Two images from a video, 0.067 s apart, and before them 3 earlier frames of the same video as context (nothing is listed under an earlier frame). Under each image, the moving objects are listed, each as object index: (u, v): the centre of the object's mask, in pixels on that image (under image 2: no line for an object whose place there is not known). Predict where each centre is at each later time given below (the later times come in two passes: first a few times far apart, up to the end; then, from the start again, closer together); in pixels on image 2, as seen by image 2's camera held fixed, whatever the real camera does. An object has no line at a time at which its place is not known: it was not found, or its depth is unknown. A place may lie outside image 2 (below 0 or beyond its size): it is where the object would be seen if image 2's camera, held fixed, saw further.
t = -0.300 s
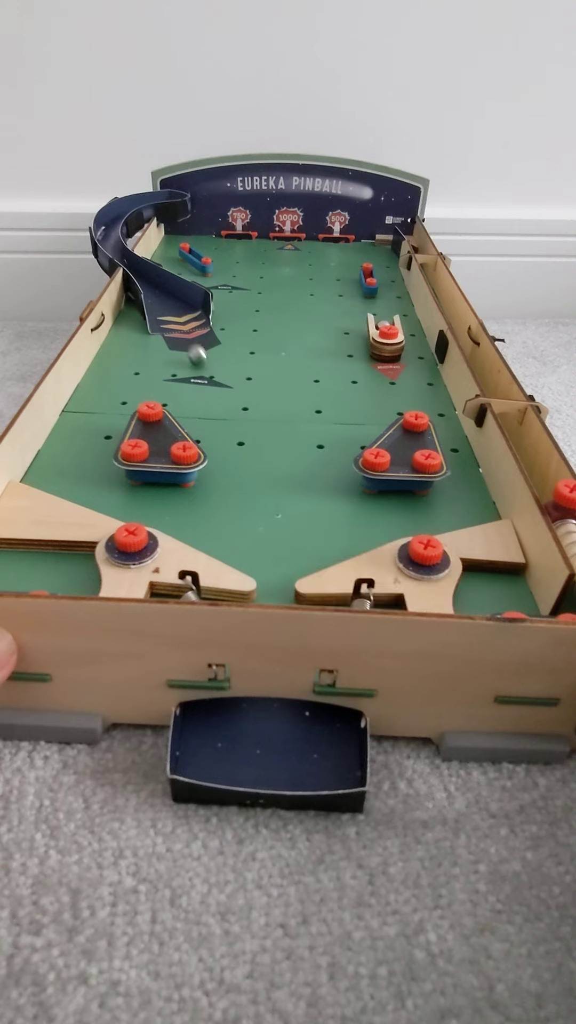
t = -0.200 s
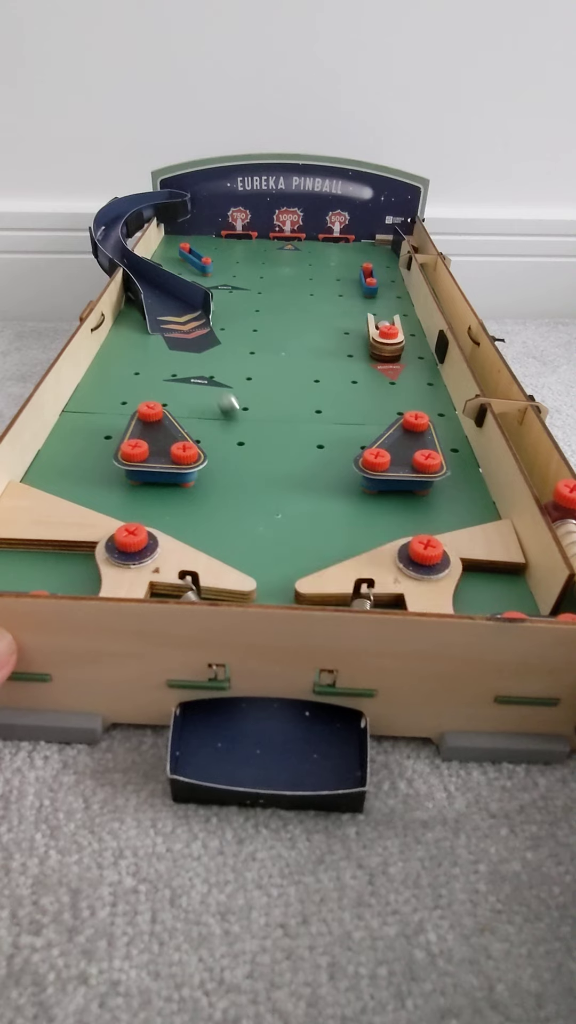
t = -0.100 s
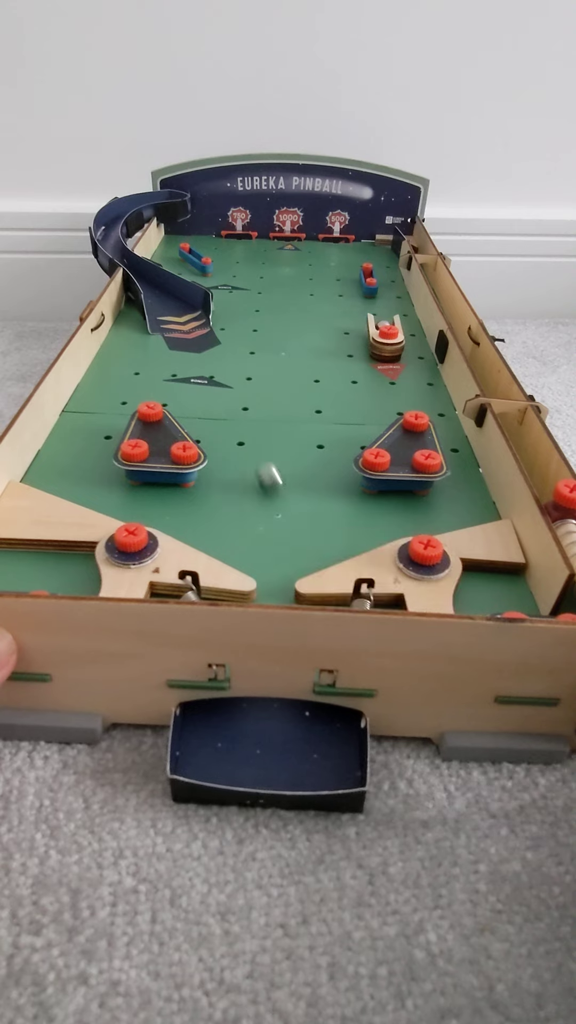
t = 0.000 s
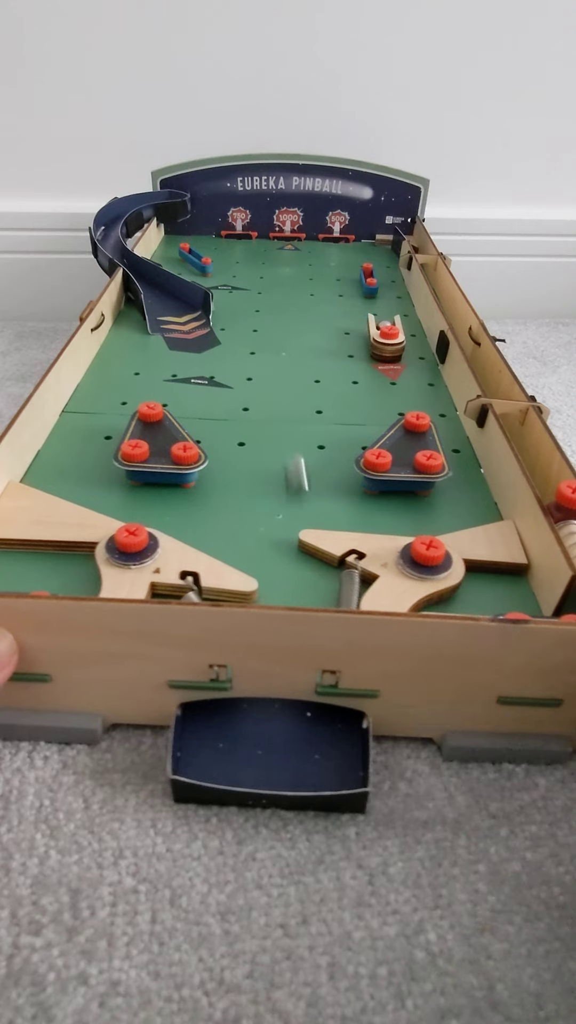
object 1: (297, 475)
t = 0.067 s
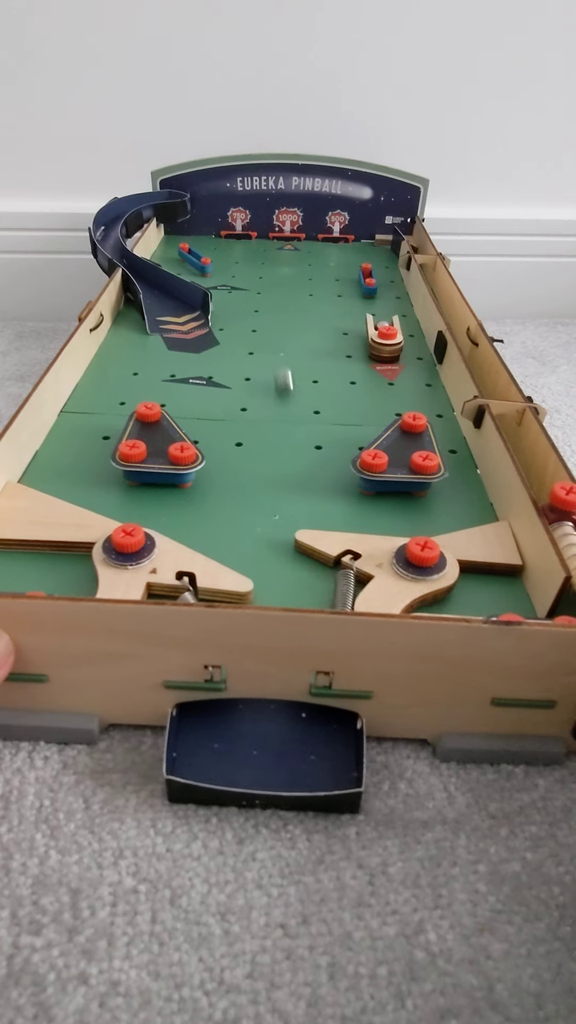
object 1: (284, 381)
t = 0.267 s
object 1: (271, 271)
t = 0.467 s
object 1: (257, 236)
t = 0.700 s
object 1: (210, 244)
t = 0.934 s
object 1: (228, 252)
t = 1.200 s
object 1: (279, 276)
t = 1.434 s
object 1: (338, 330)
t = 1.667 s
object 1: (428, 404)
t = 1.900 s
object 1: (425, 378)
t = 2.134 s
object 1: (412, 391)
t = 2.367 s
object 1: (408, 409)
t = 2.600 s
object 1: (409, 410)
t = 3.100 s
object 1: (436, 427)
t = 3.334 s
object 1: (468, 472)
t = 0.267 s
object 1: (271, 271)
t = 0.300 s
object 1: (271, 262)
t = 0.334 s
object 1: (270, 254)
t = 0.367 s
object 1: (269, 246)
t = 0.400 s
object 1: (268, 239)
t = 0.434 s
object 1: (265, 235)
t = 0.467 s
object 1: (257, 236)
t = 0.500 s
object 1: (251, 236)
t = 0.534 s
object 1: (244, 237)
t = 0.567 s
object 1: (237, 238)
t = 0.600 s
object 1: (230, 239)
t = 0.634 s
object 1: (223, 241)
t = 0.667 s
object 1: (216, 242)
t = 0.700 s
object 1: (210, 244)
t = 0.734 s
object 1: (203, 247)
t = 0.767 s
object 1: (197, 247)
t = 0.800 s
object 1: (203, 248)
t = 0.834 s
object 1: (209, 250)
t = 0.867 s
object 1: (215, 250)
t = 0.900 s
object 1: (221, 251)
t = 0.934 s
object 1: (228, 252)
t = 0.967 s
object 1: (234, 253)
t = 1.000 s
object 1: (240, 255)
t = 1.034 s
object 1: (246, 257)
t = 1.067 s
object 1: (252, 260)
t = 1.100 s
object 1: (259, 263)
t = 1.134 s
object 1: (265, 267)
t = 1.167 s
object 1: (272, 271)
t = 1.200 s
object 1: (279, 276)
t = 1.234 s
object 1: (286, 281)
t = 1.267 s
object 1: (294, 287)
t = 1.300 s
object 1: (301, 294)
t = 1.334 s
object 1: (310, 302)
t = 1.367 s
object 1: (318, 310)
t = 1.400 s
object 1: (327, 319)
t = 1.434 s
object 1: (338, 330)
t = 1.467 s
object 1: (349, 343)
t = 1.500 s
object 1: (359, 355)
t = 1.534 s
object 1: (371, 370)
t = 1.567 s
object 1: (384, 388)
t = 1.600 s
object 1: (397, 407)
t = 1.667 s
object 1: (428, 404)
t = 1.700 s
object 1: (437, 402)
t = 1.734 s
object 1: (445, 396)
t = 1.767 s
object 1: (438, 390)
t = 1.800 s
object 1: (434, 386)
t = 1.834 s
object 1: (431, 382)
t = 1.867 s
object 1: (428, 380)
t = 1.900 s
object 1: (425, 378)
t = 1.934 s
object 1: (423, 378)
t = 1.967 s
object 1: (421, 377)
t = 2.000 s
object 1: (418, 379)
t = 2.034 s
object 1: (417, 380)
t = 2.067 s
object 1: (415, 383)
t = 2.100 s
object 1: (414, 387)
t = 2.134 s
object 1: (412, 391)
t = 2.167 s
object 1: (412, 396)
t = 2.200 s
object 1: (410, 402)
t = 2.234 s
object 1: (408, 407)
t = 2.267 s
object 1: (407, 411)
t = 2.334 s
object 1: (407, 411)
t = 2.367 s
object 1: (408, 409)
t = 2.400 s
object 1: (408, 408)
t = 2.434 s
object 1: (407, 407)
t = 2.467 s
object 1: (407, 407)
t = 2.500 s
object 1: (408, 407)
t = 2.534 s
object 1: (408, 407)
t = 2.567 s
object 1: (409, 409)
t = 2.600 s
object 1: (409, 410)
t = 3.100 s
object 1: (436, 427)
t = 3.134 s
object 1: (440, 431)
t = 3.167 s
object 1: (443, 435)
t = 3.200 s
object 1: (447, 440)
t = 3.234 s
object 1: (451, 447)
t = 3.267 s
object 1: (456, 455)
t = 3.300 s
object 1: (462, 463)
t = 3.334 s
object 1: (468, 472)
